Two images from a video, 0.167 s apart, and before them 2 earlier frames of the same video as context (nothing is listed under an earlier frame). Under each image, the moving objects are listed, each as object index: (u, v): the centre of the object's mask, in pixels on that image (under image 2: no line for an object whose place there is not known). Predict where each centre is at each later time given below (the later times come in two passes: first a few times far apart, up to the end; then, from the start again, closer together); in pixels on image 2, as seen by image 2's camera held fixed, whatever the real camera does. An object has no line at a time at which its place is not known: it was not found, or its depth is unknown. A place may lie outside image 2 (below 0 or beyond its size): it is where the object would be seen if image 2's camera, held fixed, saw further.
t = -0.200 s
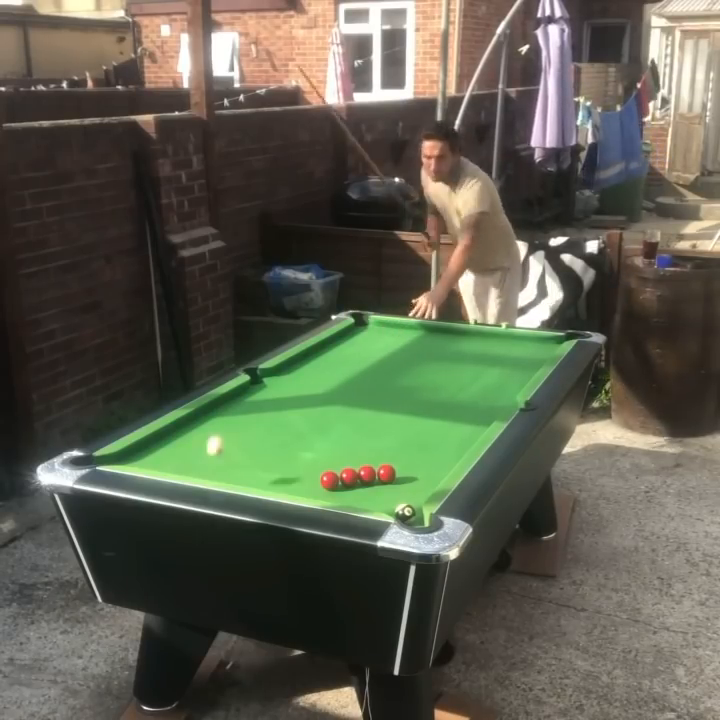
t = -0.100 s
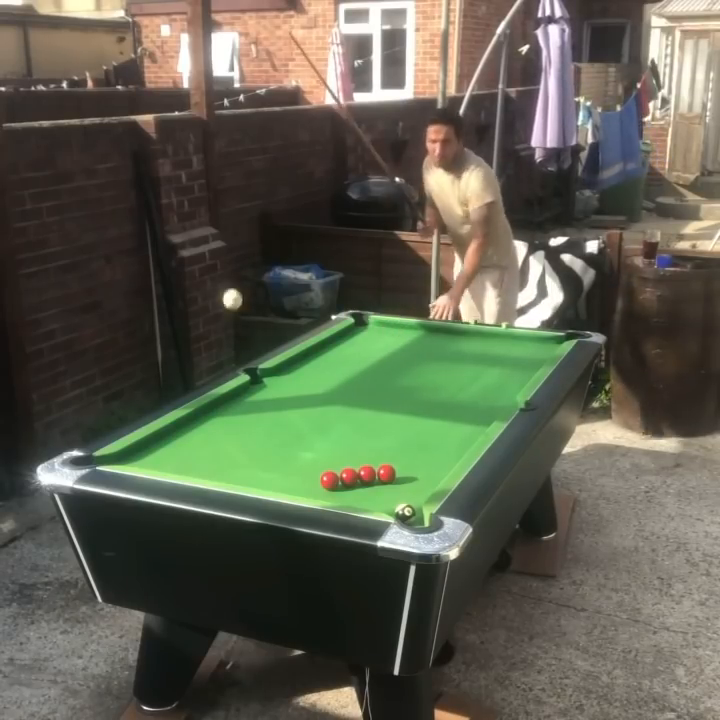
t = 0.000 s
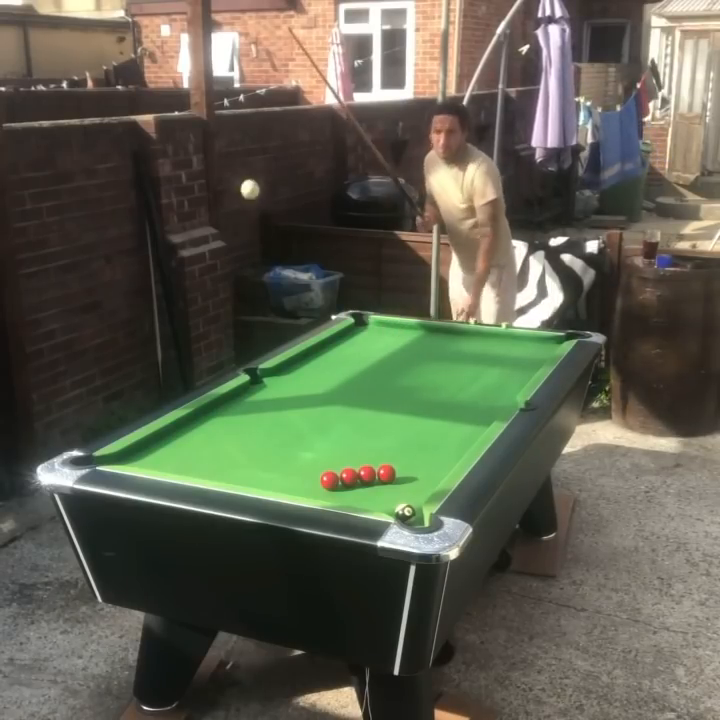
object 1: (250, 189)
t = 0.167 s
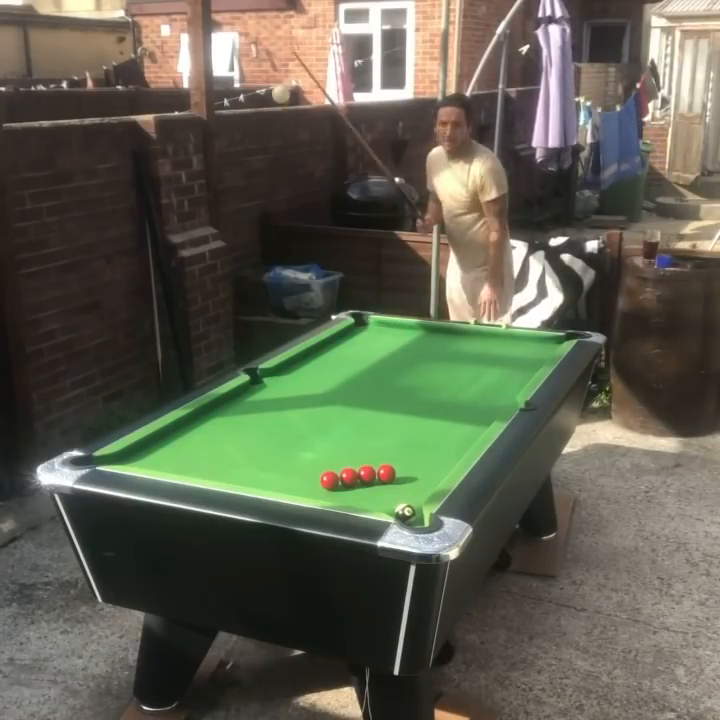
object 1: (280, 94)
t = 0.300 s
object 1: (304, 96)
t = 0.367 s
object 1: (317, 119)
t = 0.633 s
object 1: (358, 326)
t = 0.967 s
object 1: (388, 289)
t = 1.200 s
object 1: (406, 369)
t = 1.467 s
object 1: (416, 373)
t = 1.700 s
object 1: (421, 386)
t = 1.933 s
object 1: (420, 409)
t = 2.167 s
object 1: (413, 437)
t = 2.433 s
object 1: (405, 476)
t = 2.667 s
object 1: (395, 505)
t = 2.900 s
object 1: (382, 508)
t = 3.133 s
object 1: (385, 505)
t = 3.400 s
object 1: (388, 501)
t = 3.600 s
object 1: (389, 498)
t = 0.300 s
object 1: (304, 96)
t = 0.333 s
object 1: (310, 105)
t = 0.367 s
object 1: (317, 119)
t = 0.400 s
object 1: (323, 136)
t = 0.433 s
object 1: (328, 156)
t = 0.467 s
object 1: (334, 178)
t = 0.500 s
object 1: (339, 204)
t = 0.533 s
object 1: (344, 231)
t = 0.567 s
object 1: (349, 261)
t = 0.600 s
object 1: (354, 293)
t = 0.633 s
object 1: (358, 326)
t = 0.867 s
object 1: (380, 297)
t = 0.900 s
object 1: (383, 291)
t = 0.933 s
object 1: (386, 288)
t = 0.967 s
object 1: (388, 289)
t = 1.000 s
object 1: (391, 293)
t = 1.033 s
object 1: (393, 299)
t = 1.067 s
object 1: (396, 308)
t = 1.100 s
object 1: (397, 320)
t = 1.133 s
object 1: (400, 335)
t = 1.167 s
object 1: (403, 353)
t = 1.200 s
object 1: (406, 369)
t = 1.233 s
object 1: (407, 361)
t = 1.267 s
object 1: (408, 355)
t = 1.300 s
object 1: (410, 352)
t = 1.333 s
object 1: (411, 352)
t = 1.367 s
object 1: (413, 354)
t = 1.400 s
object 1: (414, 360)
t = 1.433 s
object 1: (415, 369)
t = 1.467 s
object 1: (416, 373)
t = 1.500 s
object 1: (417, 371)
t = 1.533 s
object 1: (418, 372)
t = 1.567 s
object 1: (419, 376)
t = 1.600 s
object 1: (420, 380)
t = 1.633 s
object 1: (420, 381)
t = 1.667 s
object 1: (421, 384)
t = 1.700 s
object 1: (421, 386)
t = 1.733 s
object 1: (422, 389)
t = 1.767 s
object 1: (422, 391)
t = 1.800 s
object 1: (422, 394)
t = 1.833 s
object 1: (422, 398)
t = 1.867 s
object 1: (421, 401)
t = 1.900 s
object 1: (421, 405)
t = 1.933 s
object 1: (420, 409)
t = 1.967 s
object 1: (419, 413)
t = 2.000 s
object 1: (418, 417)
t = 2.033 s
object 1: (417, 421)
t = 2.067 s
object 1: (415, 424)
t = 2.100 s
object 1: (415, 428)
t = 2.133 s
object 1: (414, 433)
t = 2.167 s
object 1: (413, 437)
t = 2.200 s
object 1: (412, 442)
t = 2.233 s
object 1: (411, 446)
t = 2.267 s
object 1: (410, 451)
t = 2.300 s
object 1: (409, 456)
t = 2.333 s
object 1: (408, 460)
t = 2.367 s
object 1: (407, 466)
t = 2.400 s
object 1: (407, 470)
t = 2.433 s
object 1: (405, 476)
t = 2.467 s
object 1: (405, 481)
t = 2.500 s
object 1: (403, 486)
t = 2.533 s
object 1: (402, 492)
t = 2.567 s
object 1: (400, 496)
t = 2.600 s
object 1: (400, 500)
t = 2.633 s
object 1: (397, 503)
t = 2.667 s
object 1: (395, 505)
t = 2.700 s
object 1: (392, 506)
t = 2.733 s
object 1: (390, 507)
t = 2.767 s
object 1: (387, 506)
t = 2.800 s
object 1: (386, 507)
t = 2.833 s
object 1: (383, 508)
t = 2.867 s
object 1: (382, 508)
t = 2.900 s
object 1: (382, 508)
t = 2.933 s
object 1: (383, 507)
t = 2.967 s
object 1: (382, 507)
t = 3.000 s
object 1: (383, 506)
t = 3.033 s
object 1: (383, 506)
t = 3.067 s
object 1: (384, 505)
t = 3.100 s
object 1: (384, 505)
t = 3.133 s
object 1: (385, 505)
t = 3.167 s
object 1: (385, 504)
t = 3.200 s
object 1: (385, 504)
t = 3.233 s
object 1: (385, 503)
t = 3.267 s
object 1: (386, 503)
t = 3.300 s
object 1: (386, 502)
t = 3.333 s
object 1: (387, 502)
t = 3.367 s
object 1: (388, 502)
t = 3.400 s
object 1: (388, 501)
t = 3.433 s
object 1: (388, 500)
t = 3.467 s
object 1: (389, 500)
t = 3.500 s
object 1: (389, 500)
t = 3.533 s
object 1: (389, 499)
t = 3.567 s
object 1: (389, 499)
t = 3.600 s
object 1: (389, 498)
